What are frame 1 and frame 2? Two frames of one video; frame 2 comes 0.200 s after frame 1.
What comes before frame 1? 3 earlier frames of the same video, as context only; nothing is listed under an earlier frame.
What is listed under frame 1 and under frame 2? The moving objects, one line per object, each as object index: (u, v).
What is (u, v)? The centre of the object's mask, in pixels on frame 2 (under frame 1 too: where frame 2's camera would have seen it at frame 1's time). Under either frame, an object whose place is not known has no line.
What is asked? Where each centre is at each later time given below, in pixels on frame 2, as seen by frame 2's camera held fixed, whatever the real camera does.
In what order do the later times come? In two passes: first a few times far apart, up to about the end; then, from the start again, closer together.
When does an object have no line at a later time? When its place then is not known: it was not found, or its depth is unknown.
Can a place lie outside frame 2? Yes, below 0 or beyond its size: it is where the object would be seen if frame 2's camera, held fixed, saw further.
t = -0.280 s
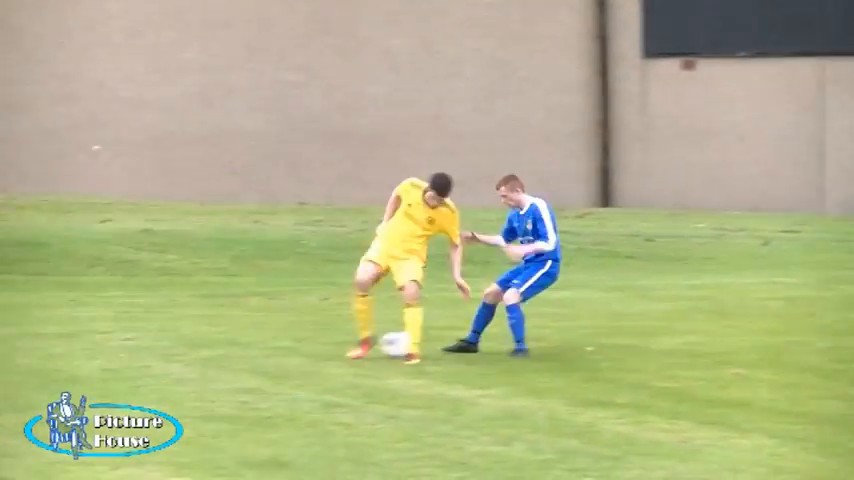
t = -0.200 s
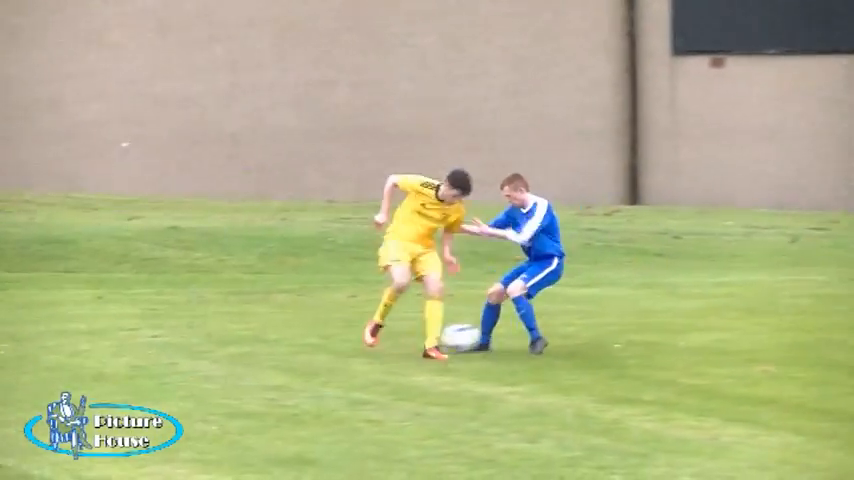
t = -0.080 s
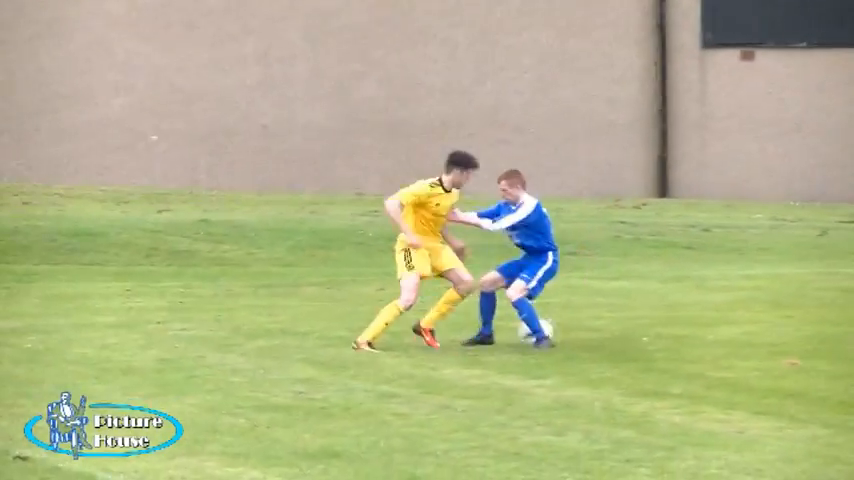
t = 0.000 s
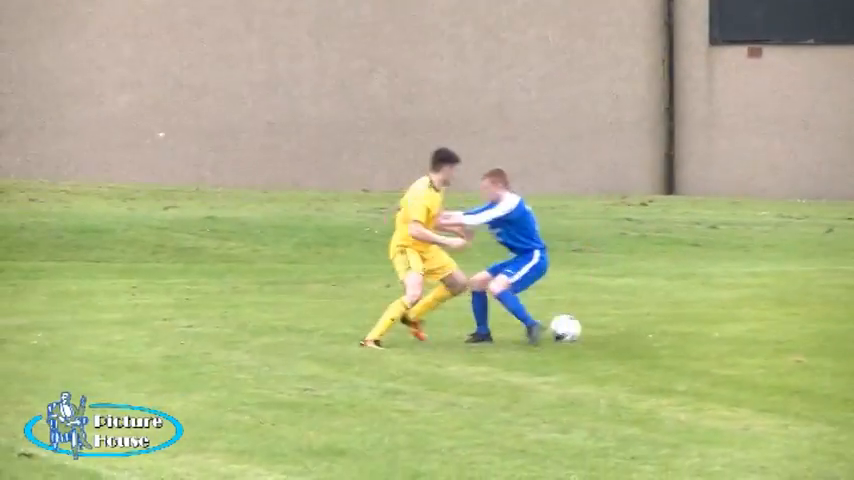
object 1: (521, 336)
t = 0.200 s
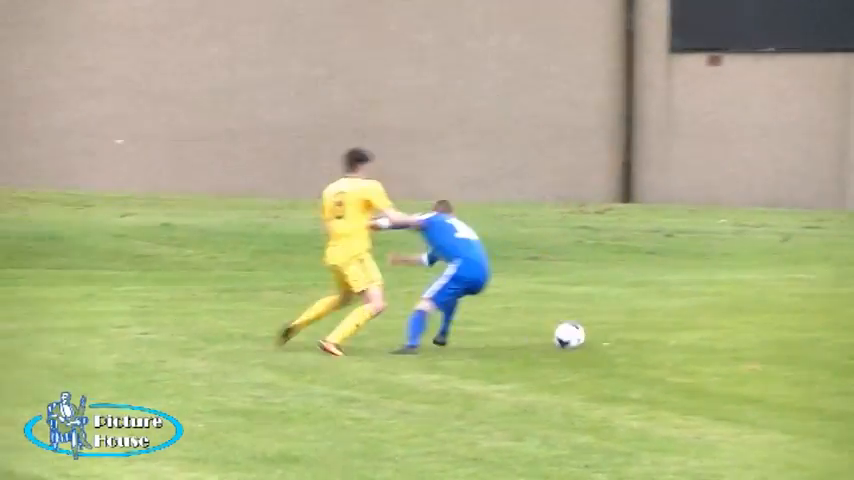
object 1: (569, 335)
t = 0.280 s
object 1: (587, 334)
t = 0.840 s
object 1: (688, 331)
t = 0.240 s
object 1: (578, 334)
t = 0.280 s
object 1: (587, 334)
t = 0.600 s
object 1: (649, 330)
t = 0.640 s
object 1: (656, 331)
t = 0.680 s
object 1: (663, 333)
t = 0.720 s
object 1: (670, 332)
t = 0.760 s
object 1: (676, 331)
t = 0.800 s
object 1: (682, 330)
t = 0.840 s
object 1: (688, 331)
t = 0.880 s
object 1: (694, 332)
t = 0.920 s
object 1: (700, 332)
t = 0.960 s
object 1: (706, 330)
